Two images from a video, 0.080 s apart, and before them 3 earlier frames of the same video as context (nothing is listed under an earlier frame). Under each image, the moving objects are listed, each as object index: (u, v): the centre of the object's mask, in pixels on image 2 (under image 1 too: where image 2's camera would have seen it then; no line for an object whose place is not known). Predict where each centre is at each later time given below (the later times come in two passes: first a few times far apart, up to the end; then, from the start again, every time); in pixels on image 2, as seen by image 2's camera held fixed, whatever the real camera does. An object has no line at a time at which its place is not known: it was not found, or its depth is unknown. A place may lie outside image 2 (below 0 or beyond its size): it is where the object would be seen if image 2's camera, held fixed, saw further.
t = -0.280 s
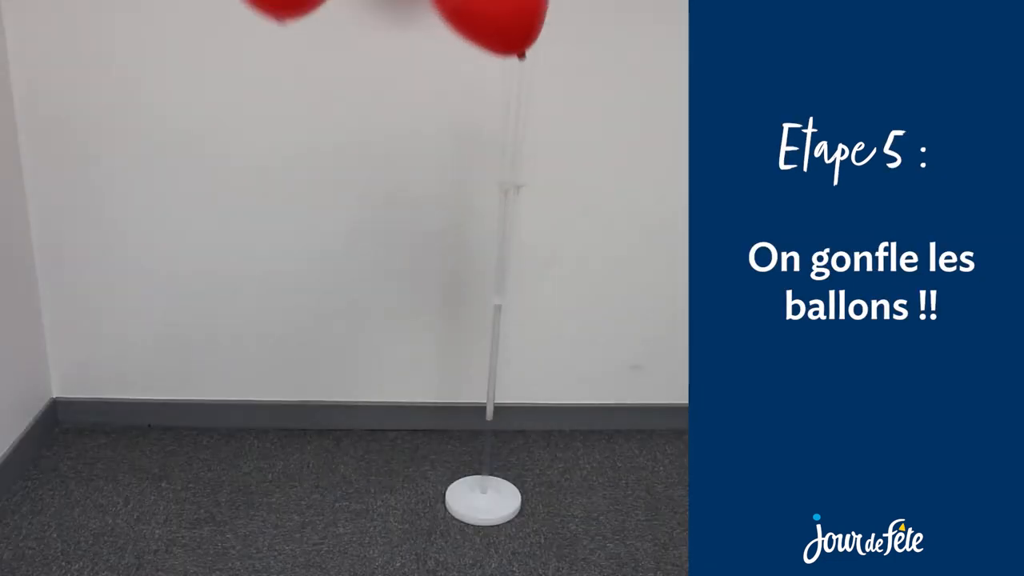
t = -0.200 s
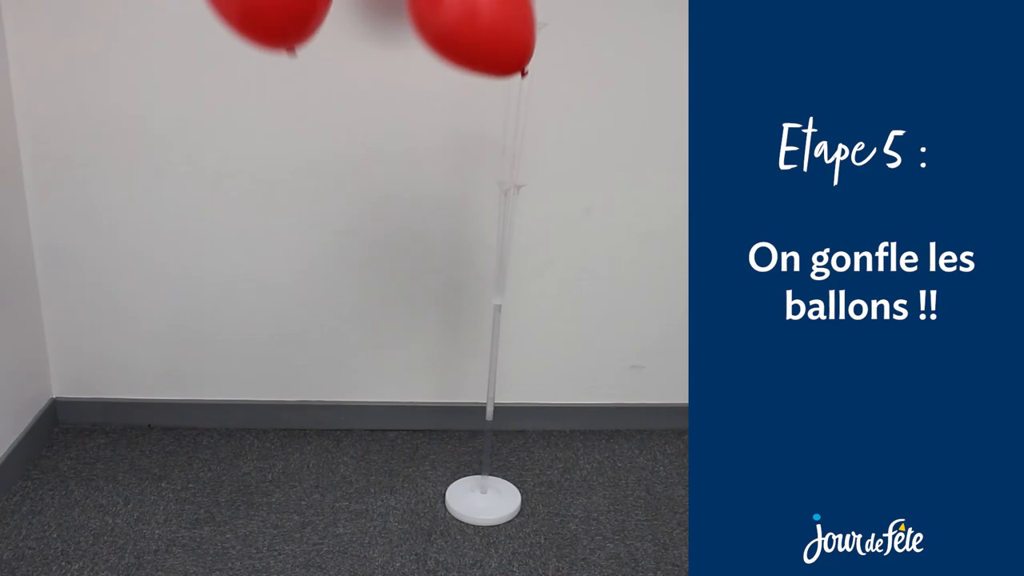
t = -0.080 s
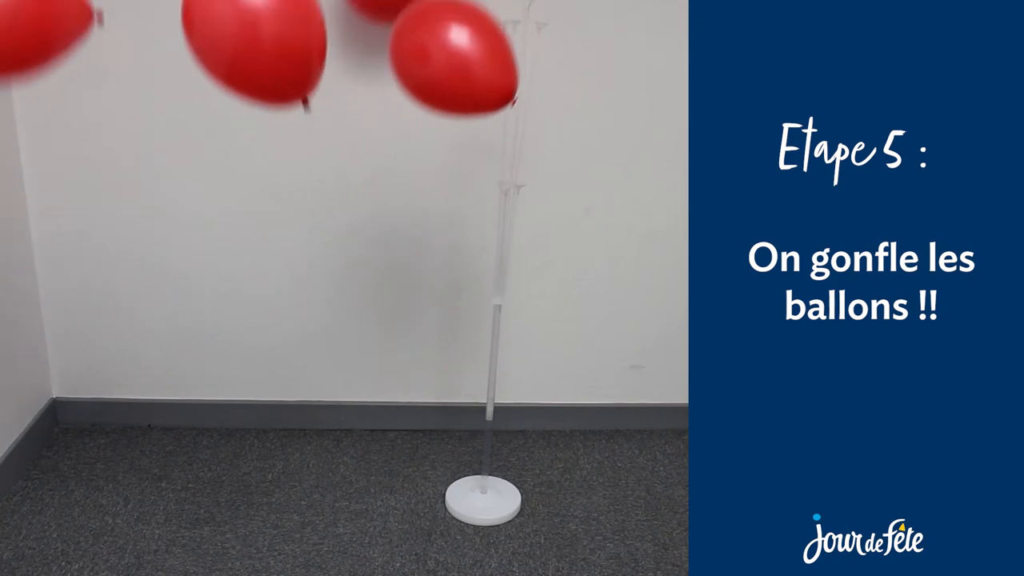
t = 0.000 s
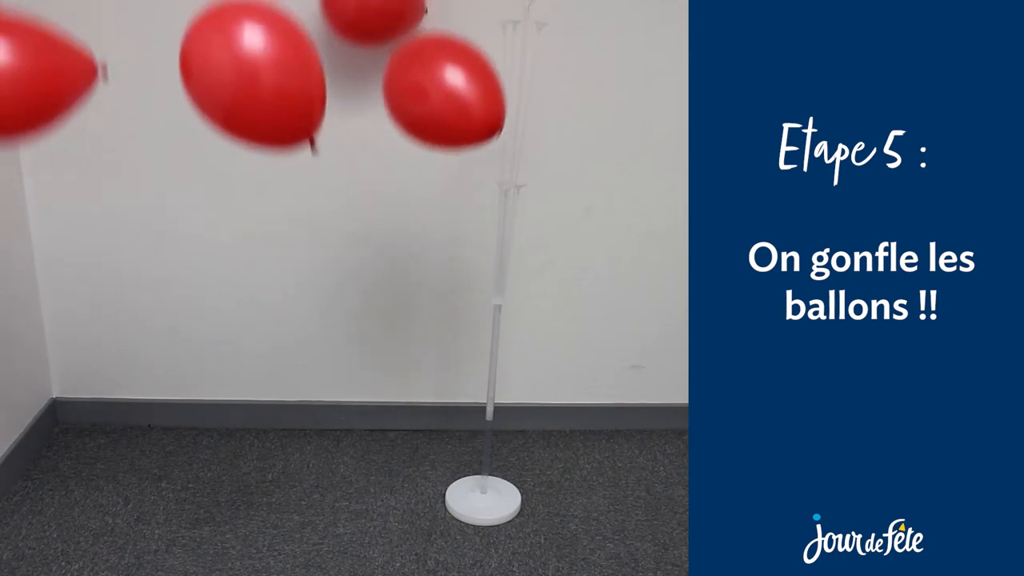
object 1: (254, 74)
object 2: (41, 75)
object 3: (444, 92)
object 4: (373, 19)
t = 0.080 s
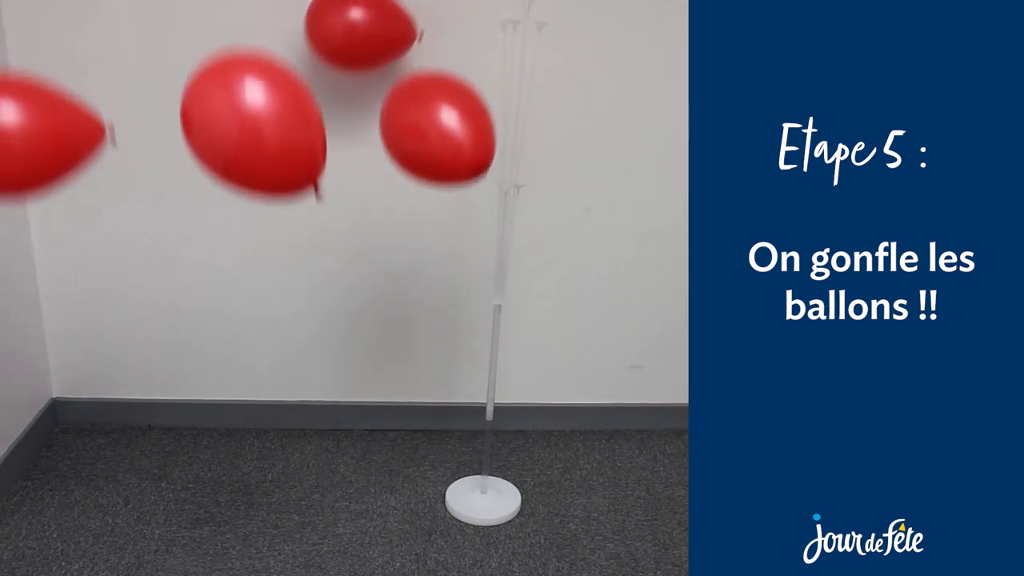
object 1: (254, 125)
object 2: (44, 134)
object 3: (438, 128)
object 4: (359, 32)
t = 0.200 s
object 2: (53, 213)
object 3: (436, 186)
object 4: (341, 72)
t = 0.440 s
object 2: (114, 336)
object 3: (440, 313)
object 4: (325, 185)
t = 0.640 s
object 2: (157, 440)
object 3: (445, 425)
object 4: (321, 291)
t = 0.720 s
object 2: (164, 476)
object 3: (445, 466)
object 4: (320, 332)
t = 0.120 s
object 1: (255, 151)
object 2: (46, 162)
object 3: (436, 147)
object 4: (352, 42)
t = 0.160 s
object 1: (256, 179)
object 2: (49, 188)
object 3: (436, 166)
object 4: (346, 56)
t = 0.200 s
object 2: (53, 213)
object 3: (436, 186)
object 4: (341, 72)
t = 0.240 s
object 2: (58, 234)
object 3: (436, 206)
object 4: (336, 88)
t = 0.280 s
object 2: (64, 255)
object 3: (437, 227)
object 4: (333, 106)
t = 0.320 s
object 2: (75, 276)
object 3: (437, 248)
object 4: (330, 125)
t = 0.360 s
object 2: (88, 296)
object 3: (438, 270)
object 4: (328, 144)
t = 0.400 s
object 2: (102, 316)
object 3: (439, 292)
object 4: (326, 164)
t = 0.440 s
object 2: (114, 336)
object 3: (440, 313)
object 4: (325, 185)
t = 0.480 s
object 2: (125, 357)
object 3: (442, 335)
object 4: (324, 207)
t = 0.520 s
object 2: (136, 378)
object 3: (442, 358)
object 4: (323, 227)
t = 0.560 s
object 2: (144, 399)
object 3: (443, 381)
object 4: (323, 249)
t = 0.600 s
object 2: (152, 420)
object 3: (444, 403)
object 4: (322, 270)
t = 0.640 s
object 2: (157, 440)
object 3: (445, 425)
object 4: (321, 291)
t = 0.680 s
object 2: (161, 458)
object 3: (445, 446)
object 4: (321, 312)
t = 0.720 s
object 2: (164, 476)
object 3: (445, 466)
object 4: (320, 332)
